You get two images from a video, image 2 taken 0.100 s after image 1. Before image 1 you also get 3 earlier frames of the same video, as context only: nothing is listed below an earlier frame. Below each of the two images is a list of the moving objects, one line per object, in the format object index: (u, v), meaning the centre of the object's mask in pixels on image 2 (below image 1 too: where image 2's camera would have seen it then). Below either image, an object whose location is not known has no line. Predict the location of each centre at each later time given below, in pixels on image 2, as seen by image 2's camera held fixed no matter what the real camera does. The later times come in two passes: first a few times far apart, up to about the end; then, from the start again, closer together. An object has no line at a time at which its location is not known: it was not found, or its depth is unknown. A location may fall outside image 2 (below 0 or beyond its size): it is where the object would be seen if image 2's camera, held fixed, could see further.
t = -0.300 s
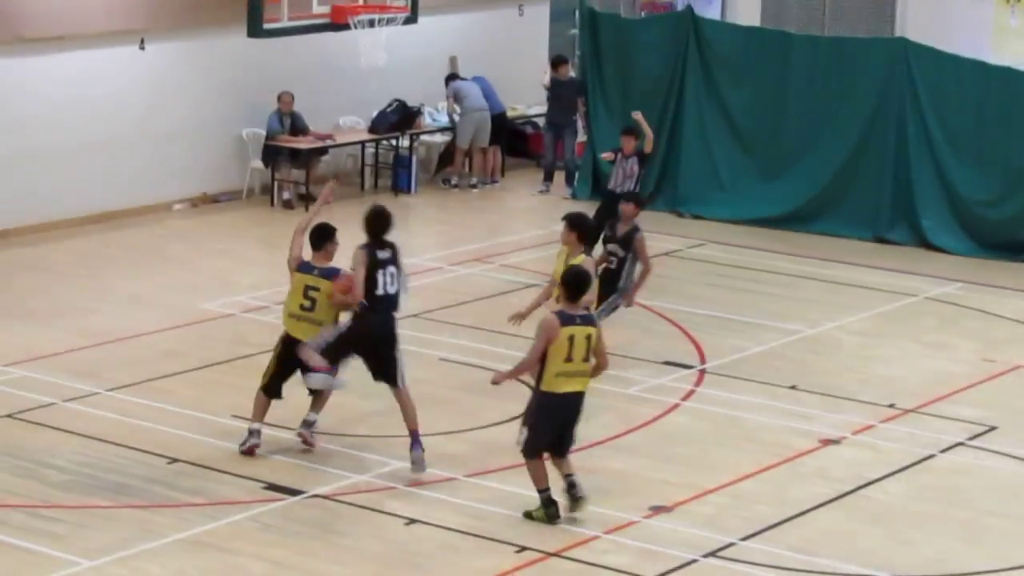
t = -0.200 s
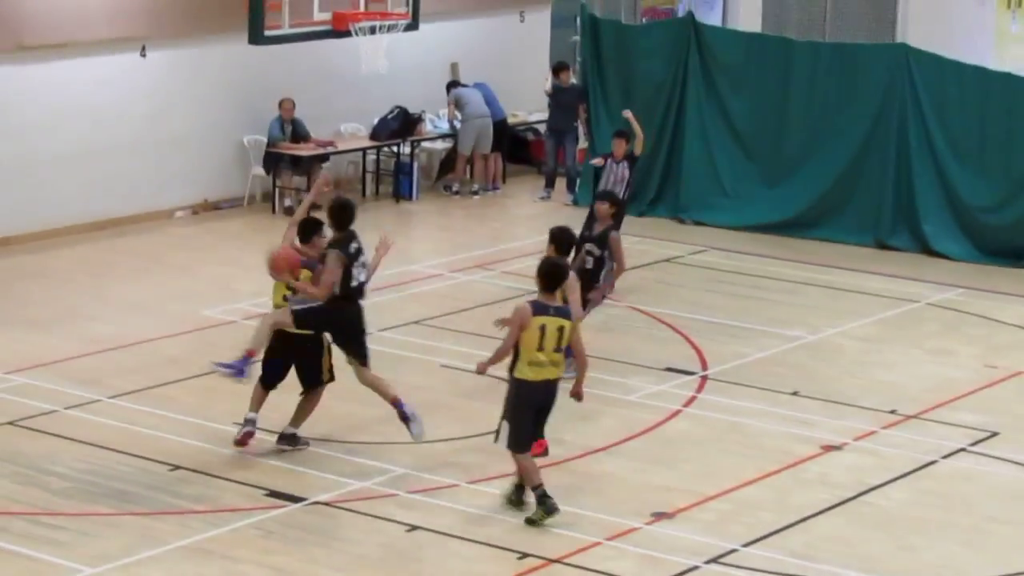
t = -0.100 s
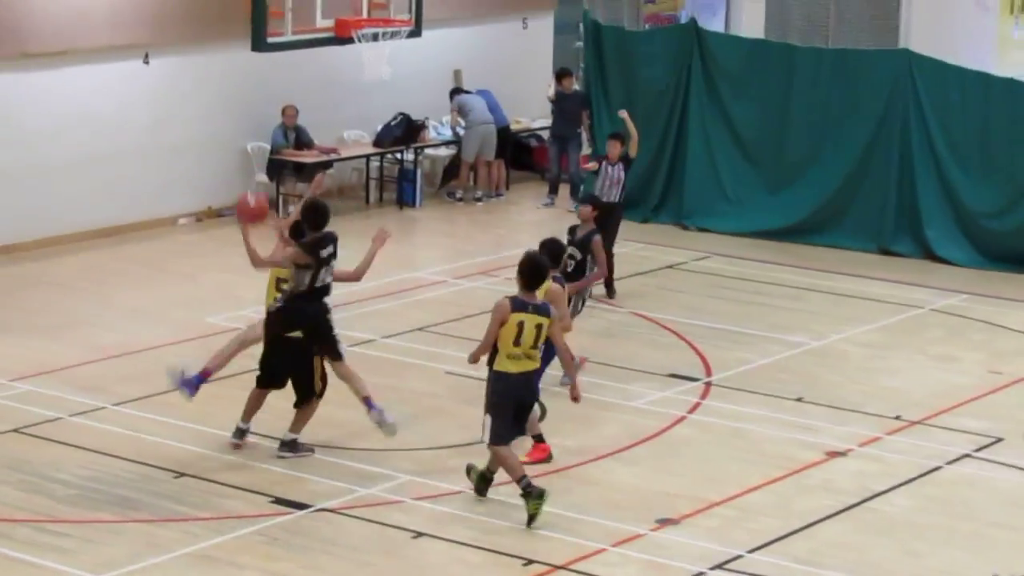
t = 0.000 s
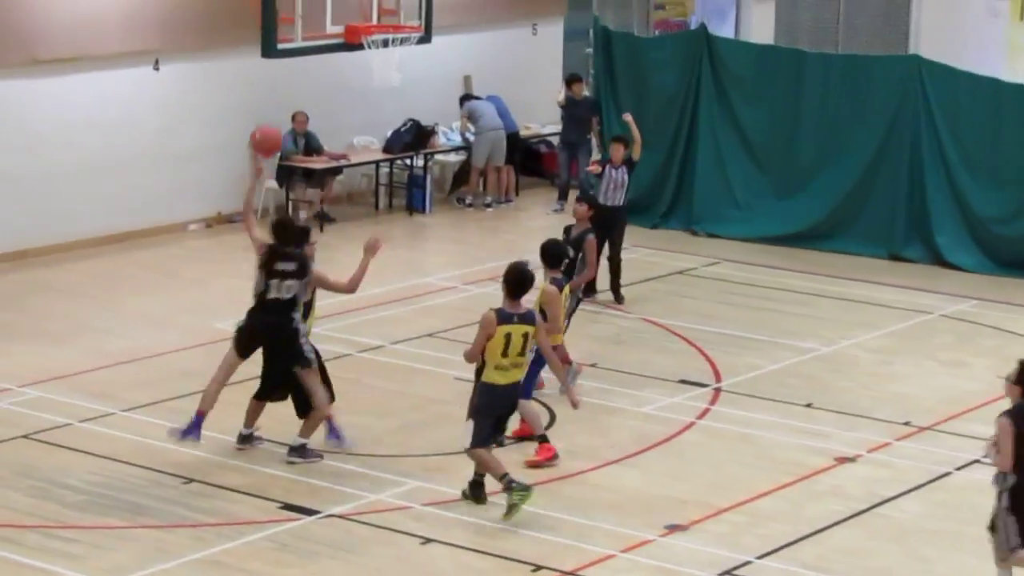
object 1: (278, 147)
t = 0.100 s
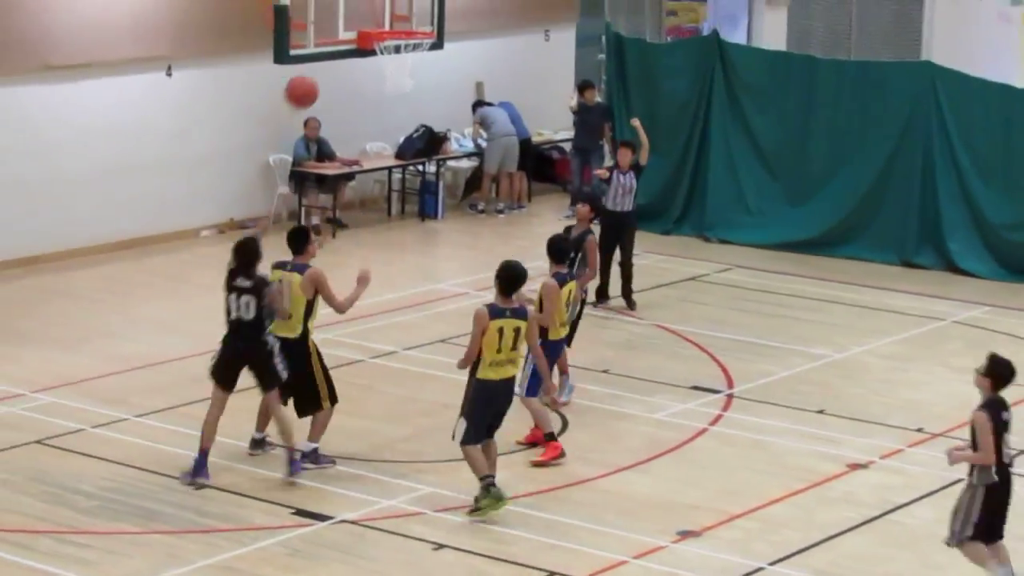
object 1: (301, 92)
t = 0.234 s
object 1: (333, 43)
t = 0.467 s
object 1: (381, 14)
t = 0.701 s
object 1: (417, 55)
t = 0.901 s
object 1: (386, 120)
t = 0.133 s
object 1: (310, 77)
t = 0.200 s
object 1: (325, 53)
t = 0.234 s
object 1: (333, 43)
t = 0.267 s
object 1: (339, 34)
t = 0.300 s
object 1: (347, 27)
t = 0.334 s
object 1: (353, 22)
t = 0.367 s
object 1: (361, 17)
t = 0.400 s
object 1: (368, 14)
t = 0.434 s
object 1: (374, 13)
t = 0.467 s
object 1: (381, 14)
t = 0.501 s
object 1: (388, 15)
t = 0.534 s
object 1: (394, 18)
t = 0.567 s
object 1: (400, 25)
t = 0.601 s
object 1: (407, 28)
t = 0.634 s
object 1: (410, 29)
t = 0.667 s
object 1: (419, 31)
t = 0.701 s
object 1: (417, 55)
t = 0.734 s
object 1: (412, 62)
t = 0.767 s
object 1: (406, 73)
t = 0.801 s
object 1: (402, 83)
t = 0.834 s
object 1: (397, 94)
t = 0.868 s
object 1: (391, 106)
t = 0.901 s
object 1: (386, 120)
